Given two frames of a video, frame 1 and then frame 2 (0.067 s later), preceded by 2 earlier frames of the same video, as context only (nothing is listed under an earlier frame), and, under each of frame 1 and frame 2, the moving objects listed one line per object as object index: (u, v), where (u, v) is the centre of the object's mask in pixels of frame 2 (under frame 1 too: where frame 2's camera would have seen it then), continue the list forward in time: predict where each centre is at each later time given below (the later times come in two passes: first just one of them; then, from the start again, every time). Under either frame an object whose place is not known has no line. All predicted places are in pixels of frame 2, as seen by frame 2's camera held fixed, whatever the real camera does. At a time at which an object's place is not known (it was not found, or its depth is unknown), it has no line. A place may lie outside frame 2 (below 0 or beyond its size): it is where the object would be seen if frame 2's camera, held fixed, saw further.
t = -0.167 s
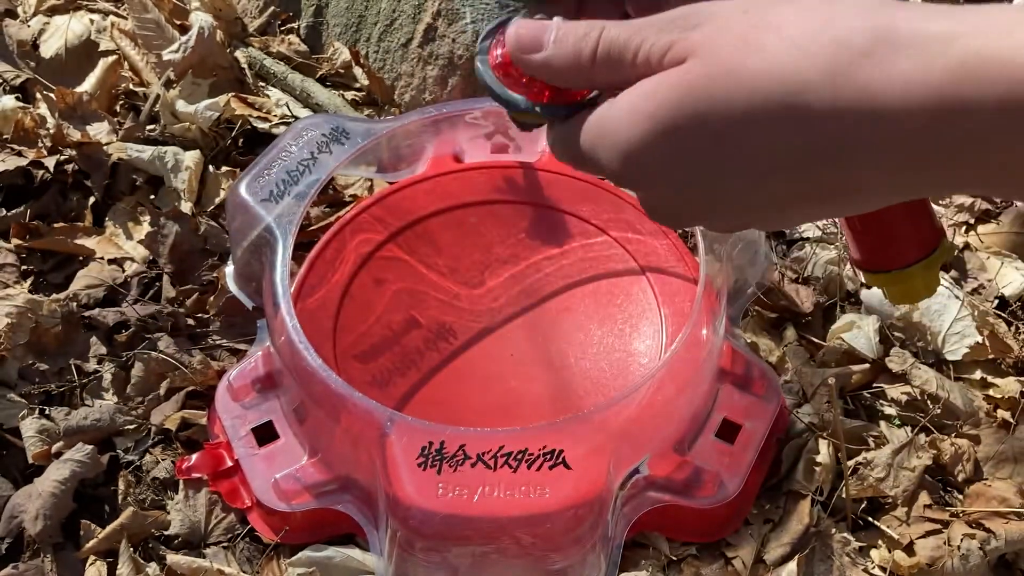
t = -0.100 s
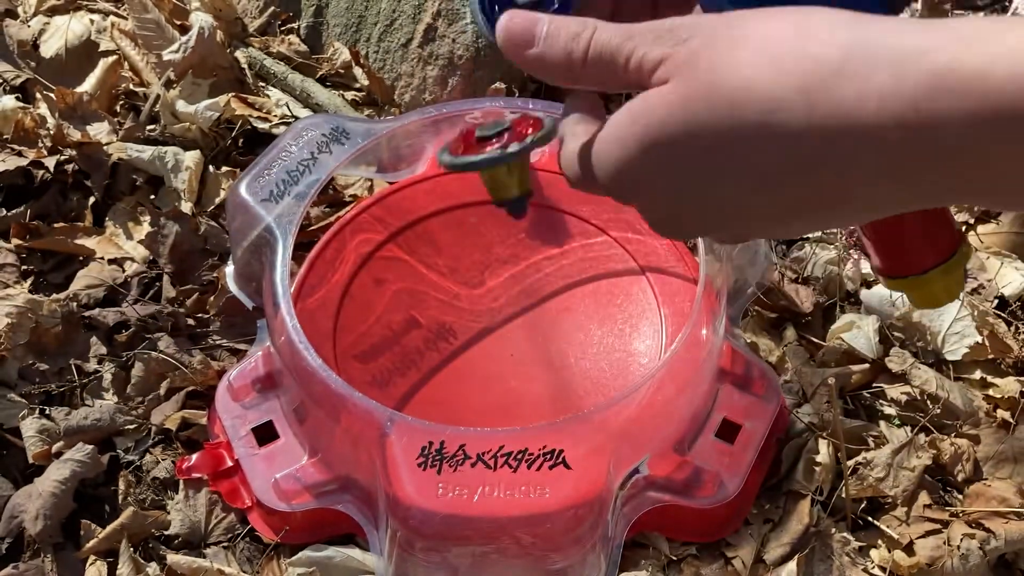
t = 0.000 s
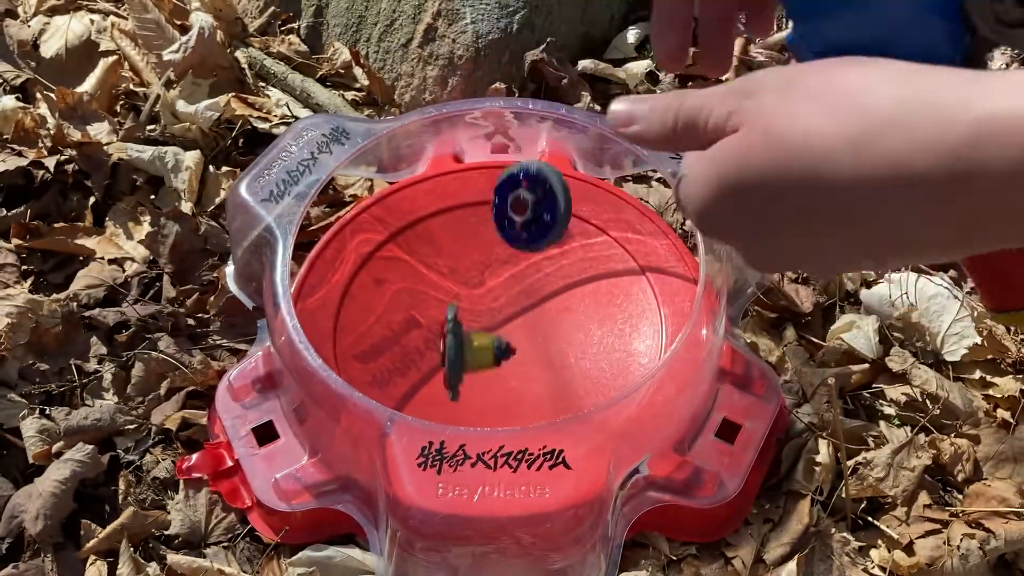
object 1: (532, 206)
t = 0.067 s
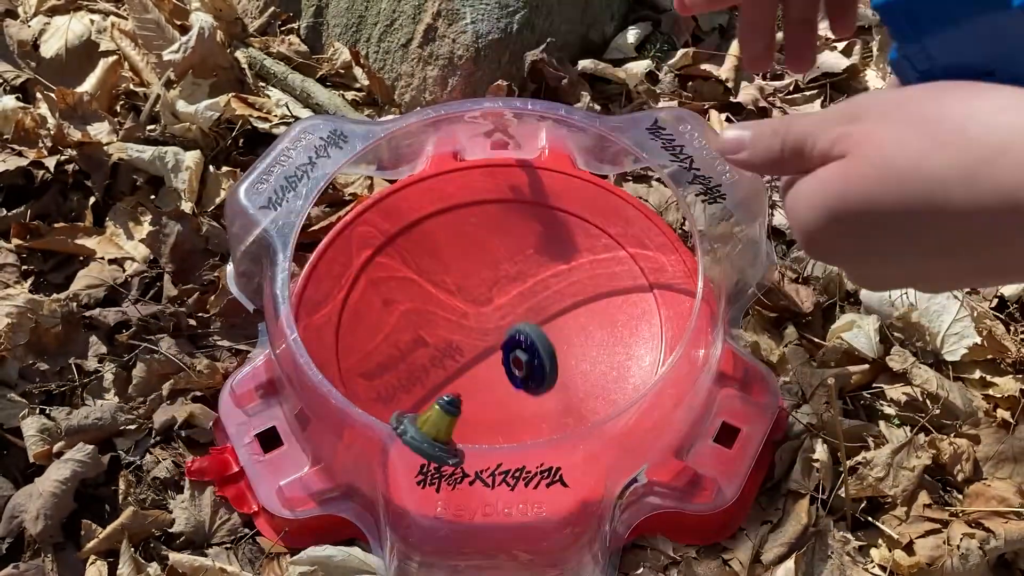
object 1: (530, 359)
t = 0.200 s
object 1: (482, 372)
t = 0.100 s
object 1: (525, 413)
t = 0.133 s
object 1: (512, 398)
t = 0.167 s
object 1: (498, 380)
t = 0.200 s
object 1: (482, 372)
